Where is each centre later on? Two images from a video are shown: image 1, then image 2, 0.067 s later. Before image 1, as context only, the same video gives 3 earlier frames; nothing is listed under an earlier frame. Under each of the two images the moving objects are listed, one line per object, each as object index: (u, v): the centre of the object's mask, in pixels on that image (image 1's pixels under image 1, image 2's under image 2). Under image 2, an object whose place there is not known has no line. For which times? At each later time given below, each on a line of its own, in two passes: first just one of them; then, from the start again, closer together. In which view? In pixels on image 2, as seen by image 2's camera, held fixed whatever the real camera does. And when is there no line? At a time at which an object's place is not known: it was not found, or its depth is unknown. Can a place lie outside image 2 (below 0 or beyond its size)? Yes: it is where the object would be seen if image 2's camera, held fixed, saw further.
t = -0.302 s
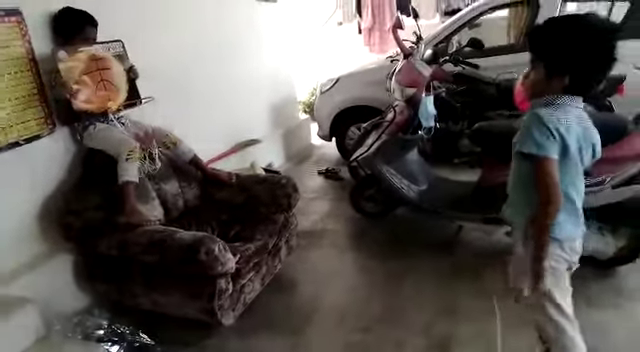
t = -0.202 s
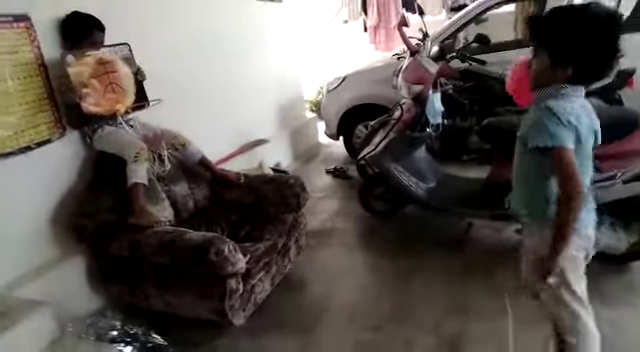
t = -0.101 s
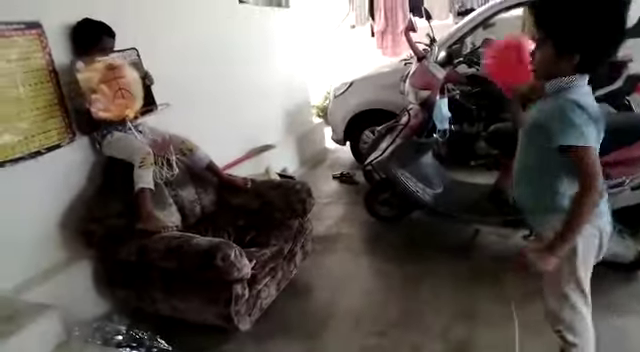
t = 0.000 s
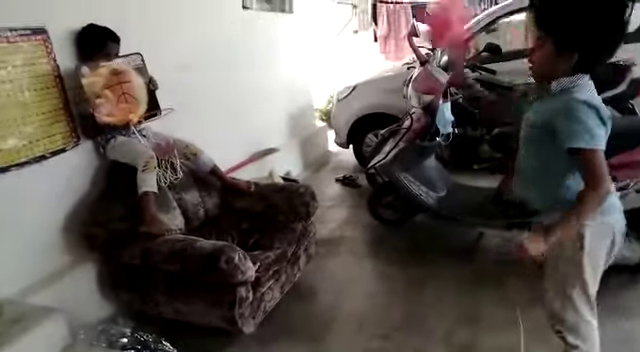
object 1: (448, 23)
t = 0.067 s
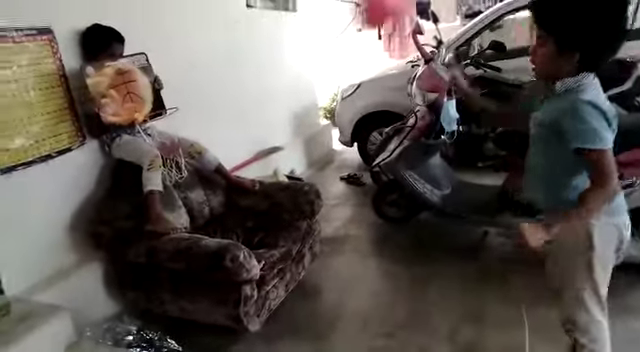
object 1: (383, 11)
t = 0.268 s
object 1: (226, 34)
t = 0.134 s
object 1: (316, 11)
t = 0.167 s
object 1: (290, 14)
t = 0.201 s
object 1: (268, 17)
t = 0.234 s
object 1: (247, 23)
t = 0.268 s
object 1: (226, 34)
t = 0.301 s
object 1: (208, 46)
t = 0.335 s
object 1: (191, 60)
